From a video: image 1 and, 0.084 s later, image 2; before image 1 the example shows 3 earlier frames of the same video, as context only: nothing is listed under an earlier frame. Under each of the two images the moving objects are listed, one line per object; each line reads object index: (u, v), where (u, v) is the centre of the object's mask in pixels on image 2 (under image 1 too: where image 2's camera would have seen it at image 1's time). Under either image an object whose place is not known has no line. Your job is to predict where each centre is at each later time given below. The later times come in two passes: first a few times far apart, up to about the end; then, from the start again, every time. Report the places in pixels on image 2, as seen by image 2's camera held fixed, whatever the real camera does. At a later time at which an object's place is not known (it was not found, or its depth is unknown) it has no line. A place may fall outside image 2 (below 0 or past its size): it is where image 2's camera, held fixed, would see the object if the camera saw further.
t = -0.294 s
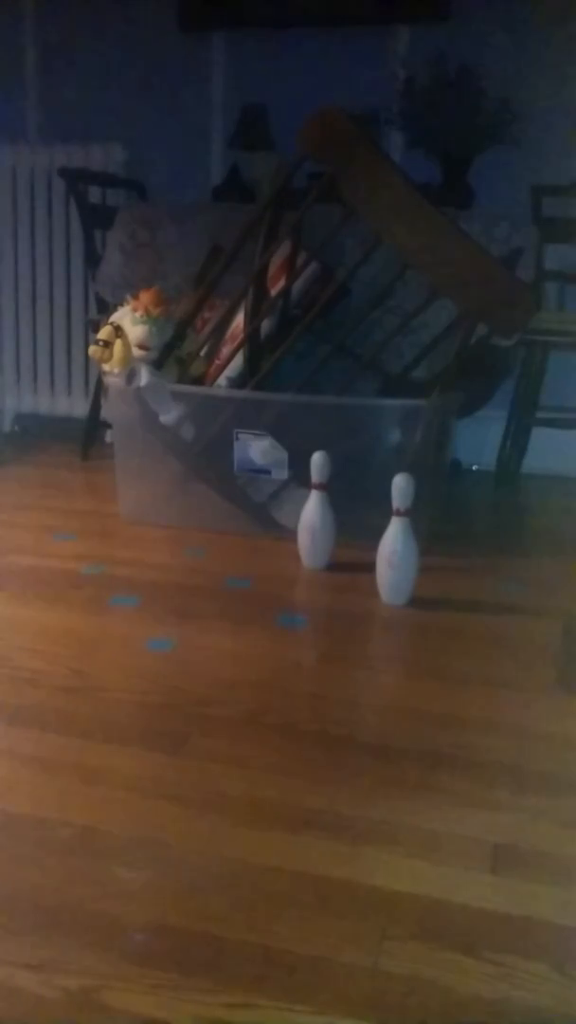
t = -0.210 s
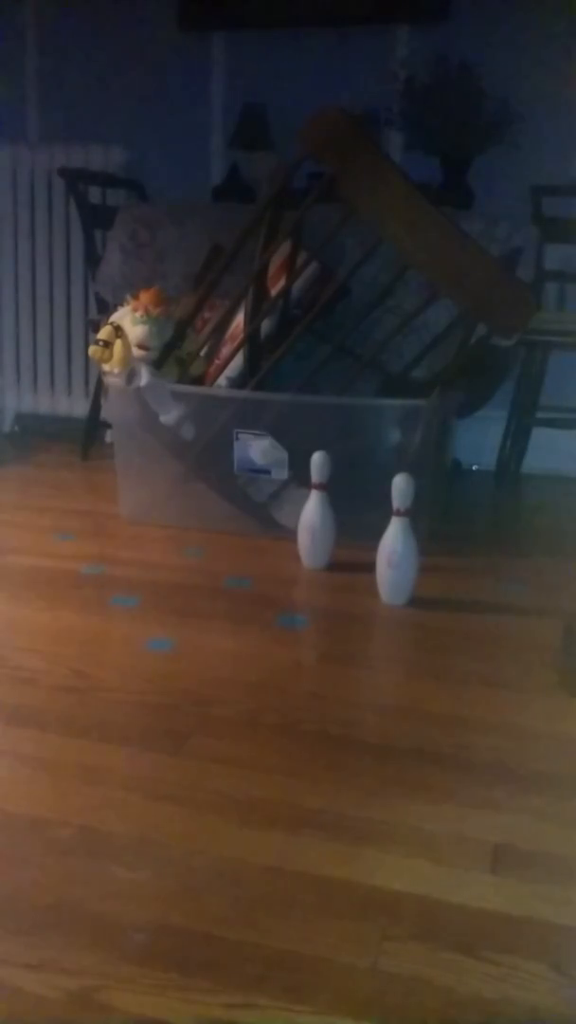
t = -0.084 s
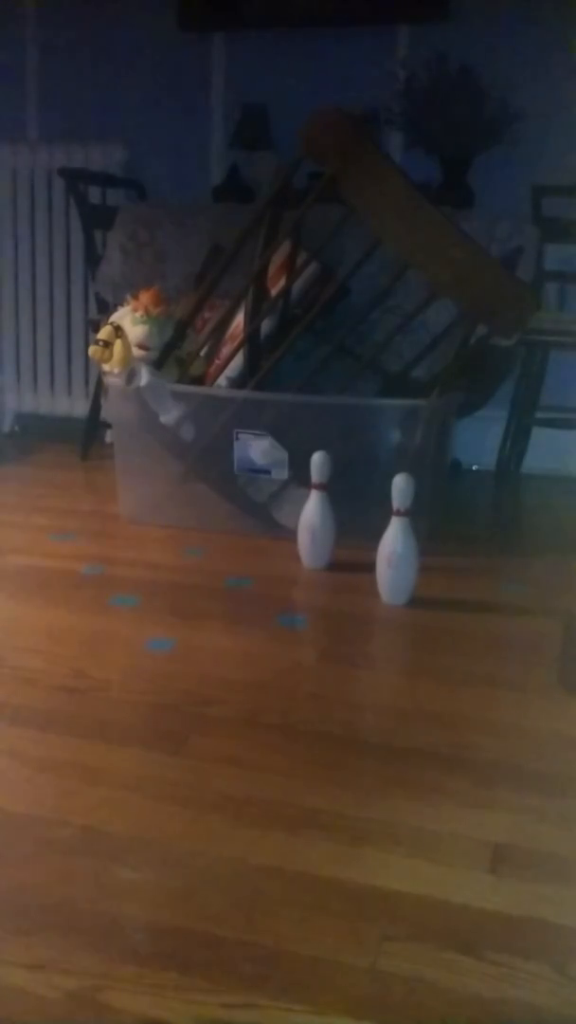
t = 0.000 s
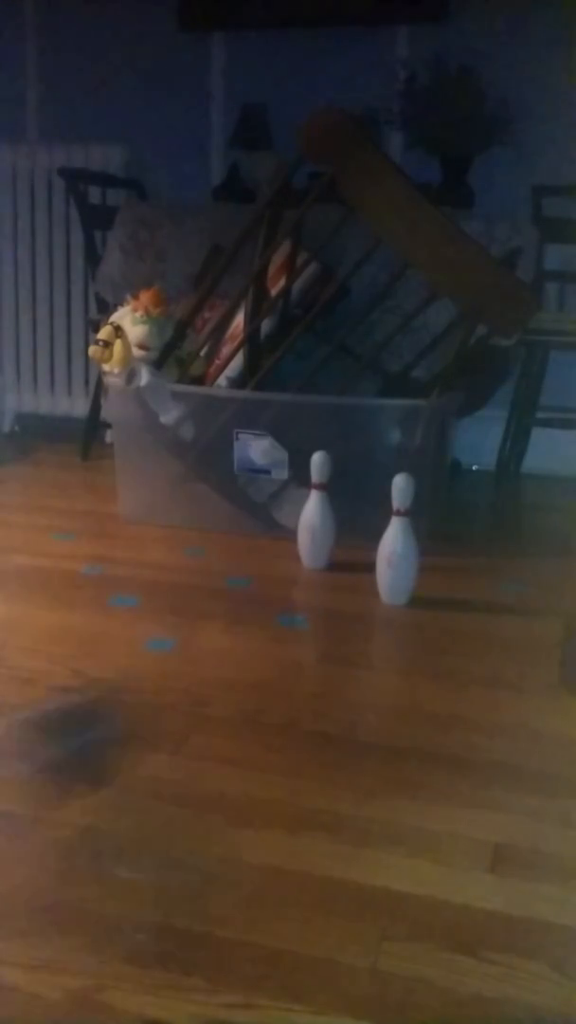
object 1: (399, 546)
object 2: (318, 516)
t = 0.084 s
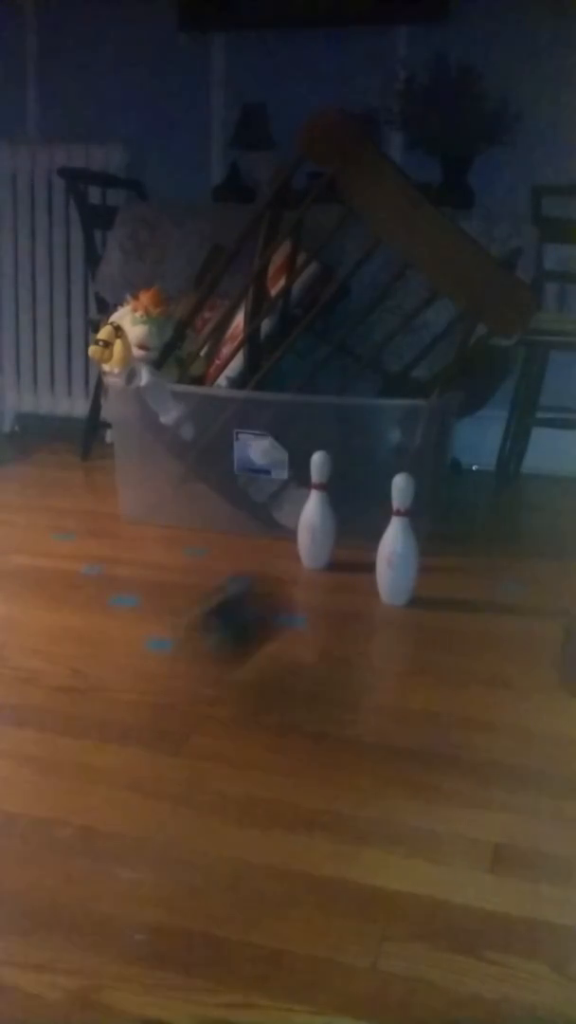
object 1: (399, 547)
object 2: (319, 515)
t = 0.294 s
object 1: (399, 547)
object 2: (256, 510)
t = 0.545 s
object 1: (398, 653)
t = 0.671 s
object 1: (394, 708)
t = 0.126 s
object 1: (399, 546)
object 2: (317, 518)
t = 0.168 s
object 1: (399, 547)
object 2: (317, 505)
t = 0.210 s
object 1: (399, 546)
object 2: (312, 511)
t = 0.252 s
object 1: (399, 546)
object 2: (275, 504)
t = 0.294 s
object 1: (399, 547)
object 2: (256, 510)
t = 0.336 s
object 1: (399, 546)
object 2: (212, 526)
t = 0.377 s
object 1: (400, 550)
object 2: (200, 513)
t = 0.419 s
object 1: (401, 564)
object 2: (182, 504)
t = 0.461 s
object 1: (401, 587)
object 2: (163, 502)
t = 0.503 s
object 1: (400, 612)
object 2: (143, 509)
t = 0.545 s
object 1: (398, 653)
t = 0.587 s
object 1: (398, 671)
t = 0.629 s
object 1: (395, 685)
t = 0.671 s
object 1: (394, 708)
